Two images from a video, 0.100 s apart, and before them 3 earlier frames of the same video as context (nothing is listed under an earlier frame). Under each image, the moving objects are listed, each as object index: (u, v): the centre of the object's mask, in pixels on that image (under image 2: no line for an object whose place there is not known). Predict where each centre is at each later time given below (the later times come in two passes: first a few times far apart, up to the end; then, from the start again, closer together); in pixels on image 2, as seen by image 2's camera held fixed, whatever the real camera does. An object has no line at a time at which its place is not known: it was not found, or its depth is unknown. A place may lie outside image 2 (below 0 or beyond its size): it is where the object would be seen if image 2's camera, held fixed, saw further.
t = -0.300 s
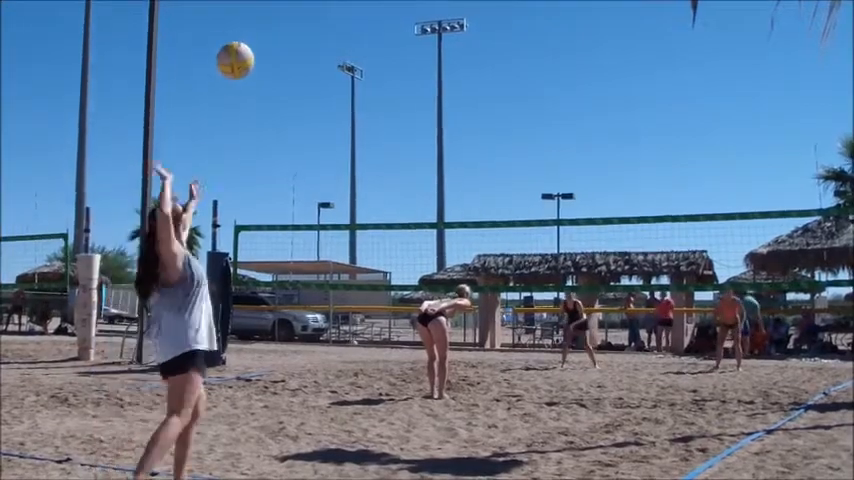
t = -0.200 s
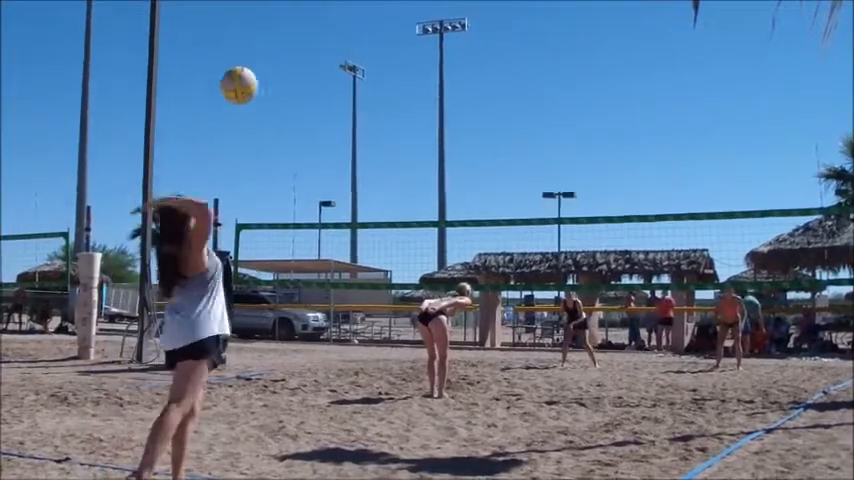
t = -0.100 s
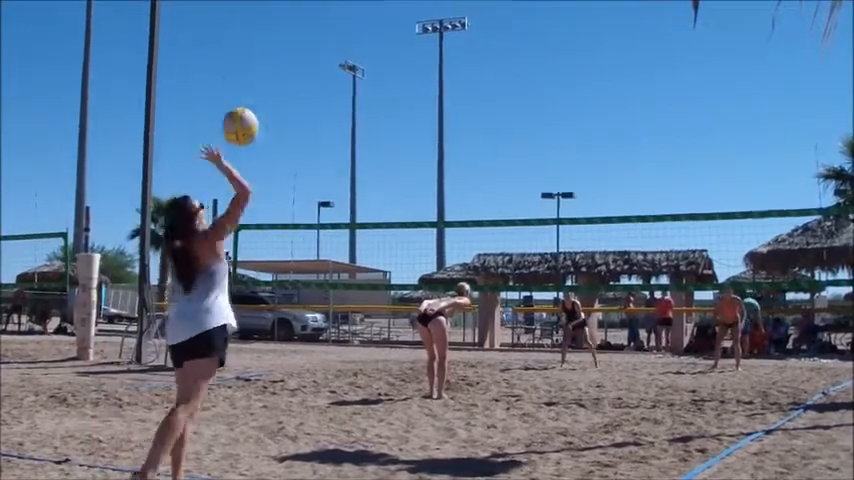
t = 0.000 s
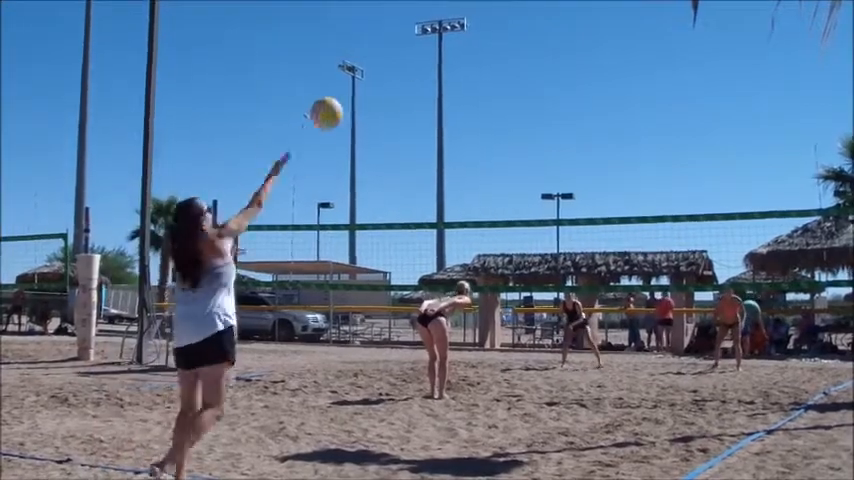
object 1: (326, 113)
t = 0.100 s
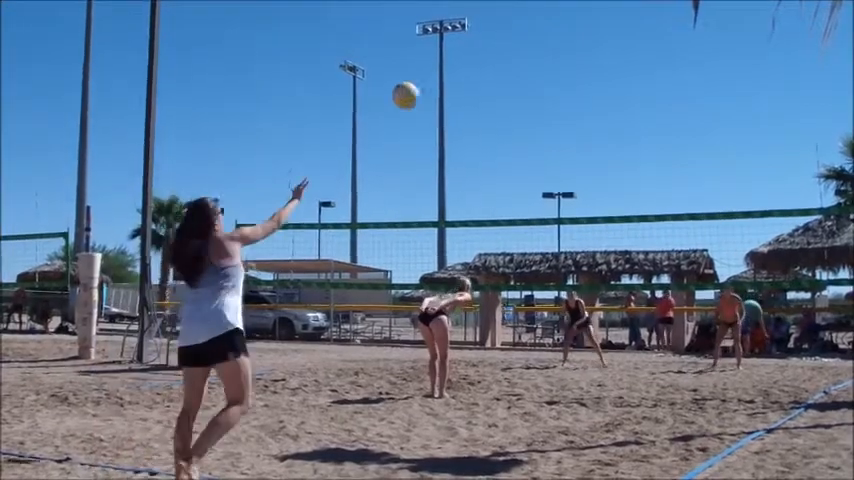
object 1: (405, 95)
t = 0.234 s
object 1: (476, 96)
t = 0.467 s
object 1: (551, 133)
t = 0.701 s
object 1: (599, 191)
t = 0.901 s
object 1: (627, 249)
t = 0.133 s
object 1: (427, 93)
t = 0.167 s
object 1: (446, 93)
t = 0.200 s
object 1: (461, 93)
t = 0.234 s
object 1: (476, 96)
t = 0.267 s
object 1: (490, 99)
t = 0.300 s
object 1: (502, 104)
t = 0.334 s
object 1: (513, 109)
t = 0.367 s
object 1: (524, 115)
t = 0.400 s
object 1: (533, 121)
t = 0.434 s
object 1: (542, 127)
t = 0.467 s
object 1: (551, 133)
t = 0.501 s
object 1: (558, 140)
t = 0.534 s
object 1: (566, 148)
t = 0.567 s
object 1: (574, 156)
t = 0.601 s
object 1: (579, 165)
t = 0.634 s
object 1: (586, 174)
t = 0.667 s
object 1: (593, 182)
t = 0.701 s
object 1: (599, 191)
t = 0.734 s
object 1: (605, 200)
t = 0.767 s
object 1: (610, 209)
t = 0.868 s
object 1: (623, 239)
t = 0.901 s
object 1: (627, 249)
